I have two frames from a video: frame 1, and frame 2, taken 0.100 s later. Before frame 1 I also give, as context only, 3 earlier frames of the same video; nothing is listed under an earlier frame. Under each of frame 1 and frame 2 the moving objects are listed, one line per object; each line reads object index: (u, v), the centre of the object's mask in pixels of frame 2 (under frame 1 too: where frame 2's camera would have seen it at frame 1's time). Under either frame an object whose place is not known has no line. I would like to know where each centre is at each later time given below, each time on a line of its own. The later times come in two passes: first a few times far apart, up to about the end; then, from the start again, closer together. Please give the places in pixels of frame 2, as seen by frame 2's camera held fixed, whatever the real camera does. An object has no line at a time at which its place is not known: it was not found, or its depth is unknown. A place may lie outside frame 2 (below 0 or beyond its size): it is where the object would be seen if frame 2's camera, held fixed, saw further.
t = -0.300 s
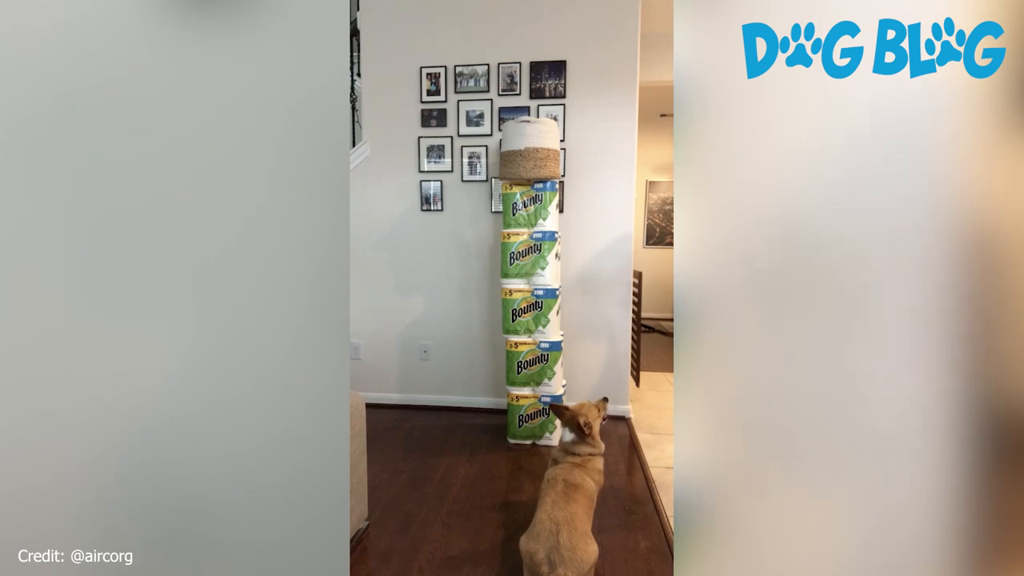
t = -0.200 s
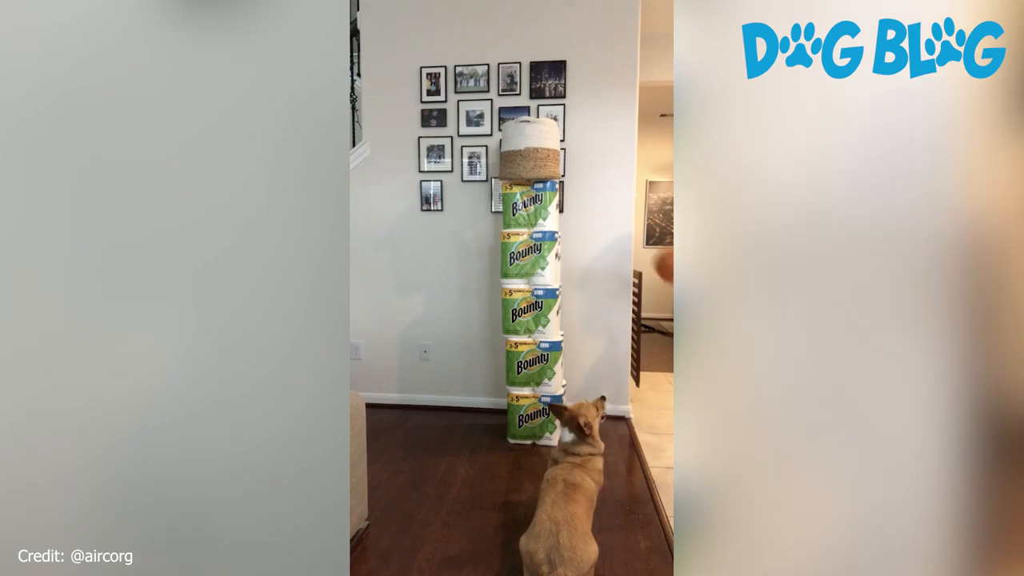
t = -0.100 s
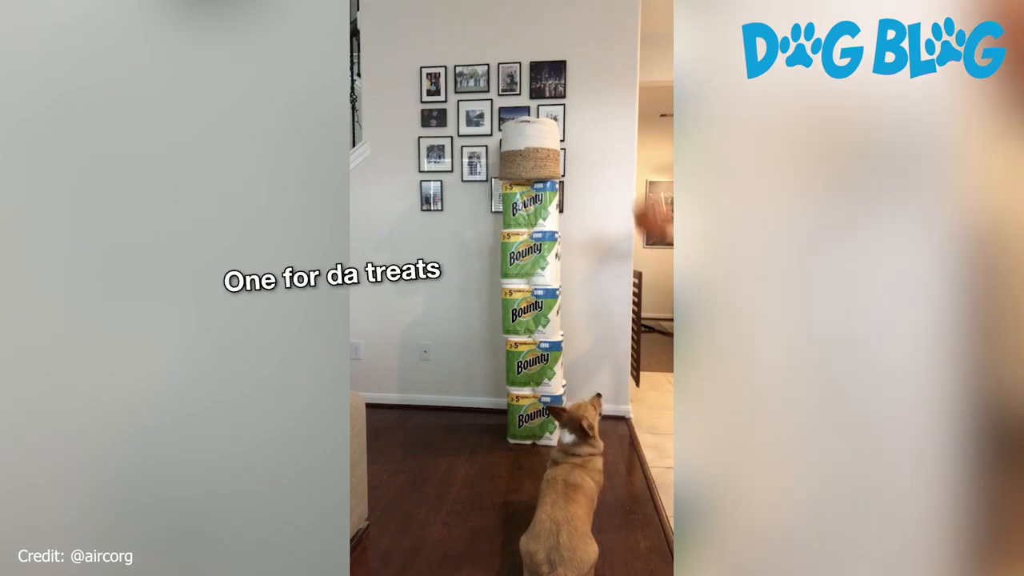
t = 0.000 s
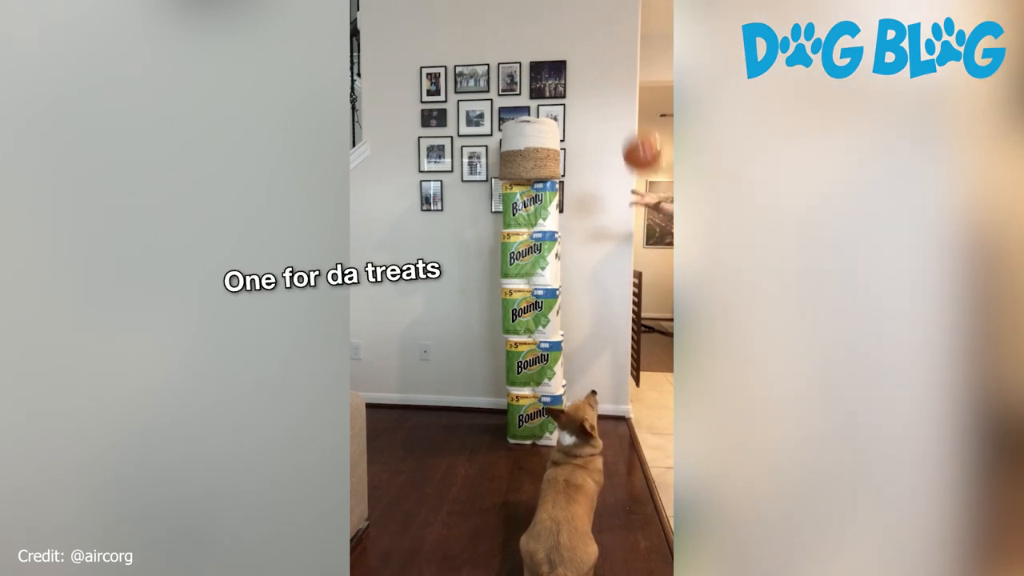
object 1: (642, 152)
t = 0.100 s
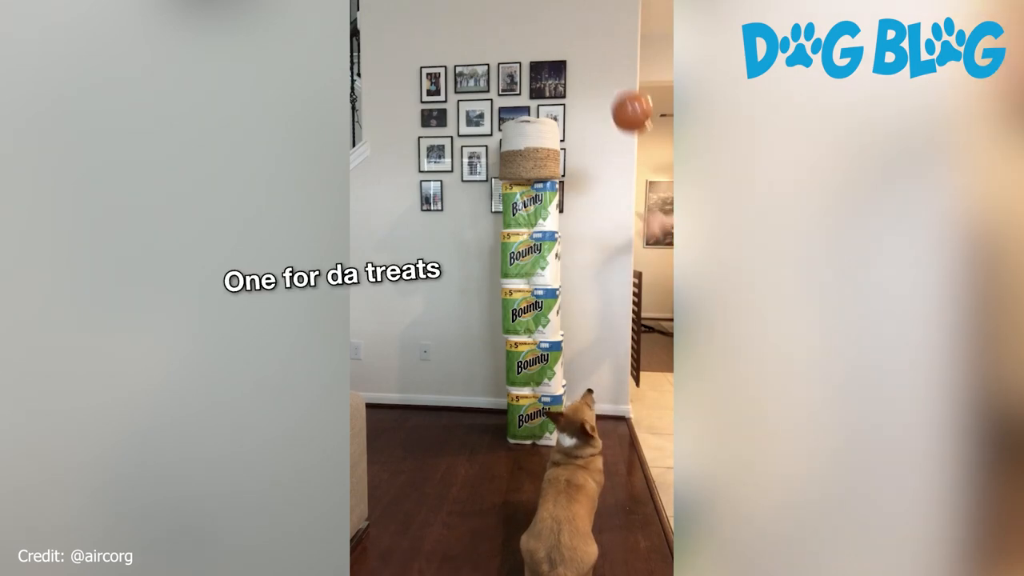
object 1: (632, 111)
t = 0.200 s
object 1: (621, 93)
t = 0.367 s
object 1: (600, 113)
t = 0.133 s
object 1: (629, 103)
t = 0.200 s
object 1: (621, 93)
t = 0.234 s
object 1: (616, 92)
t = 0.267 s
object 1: (612, 93)
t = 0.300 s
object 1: (608, 97)
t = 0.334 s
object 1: (604, 104)
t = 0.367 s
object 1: (600, 113)
